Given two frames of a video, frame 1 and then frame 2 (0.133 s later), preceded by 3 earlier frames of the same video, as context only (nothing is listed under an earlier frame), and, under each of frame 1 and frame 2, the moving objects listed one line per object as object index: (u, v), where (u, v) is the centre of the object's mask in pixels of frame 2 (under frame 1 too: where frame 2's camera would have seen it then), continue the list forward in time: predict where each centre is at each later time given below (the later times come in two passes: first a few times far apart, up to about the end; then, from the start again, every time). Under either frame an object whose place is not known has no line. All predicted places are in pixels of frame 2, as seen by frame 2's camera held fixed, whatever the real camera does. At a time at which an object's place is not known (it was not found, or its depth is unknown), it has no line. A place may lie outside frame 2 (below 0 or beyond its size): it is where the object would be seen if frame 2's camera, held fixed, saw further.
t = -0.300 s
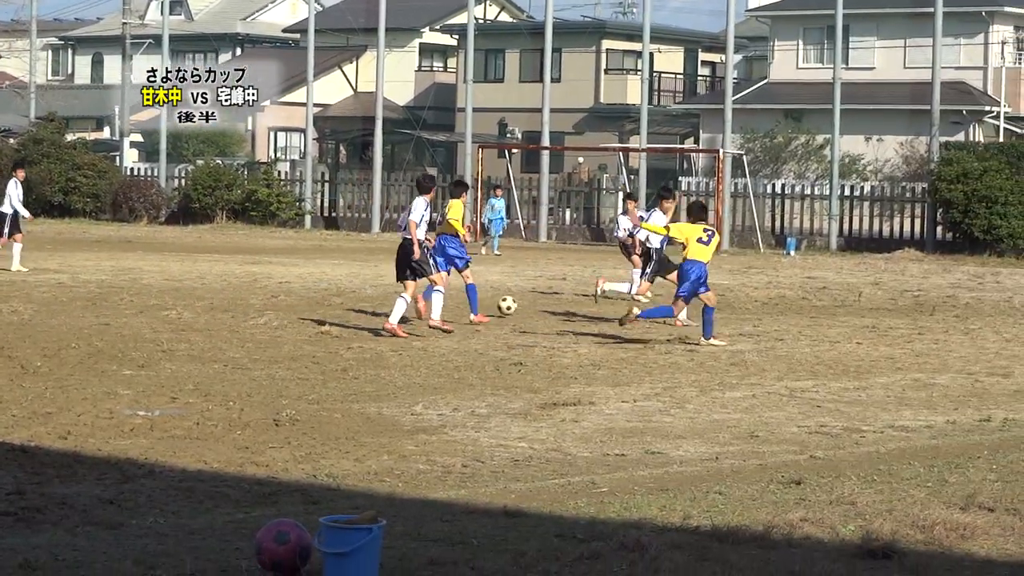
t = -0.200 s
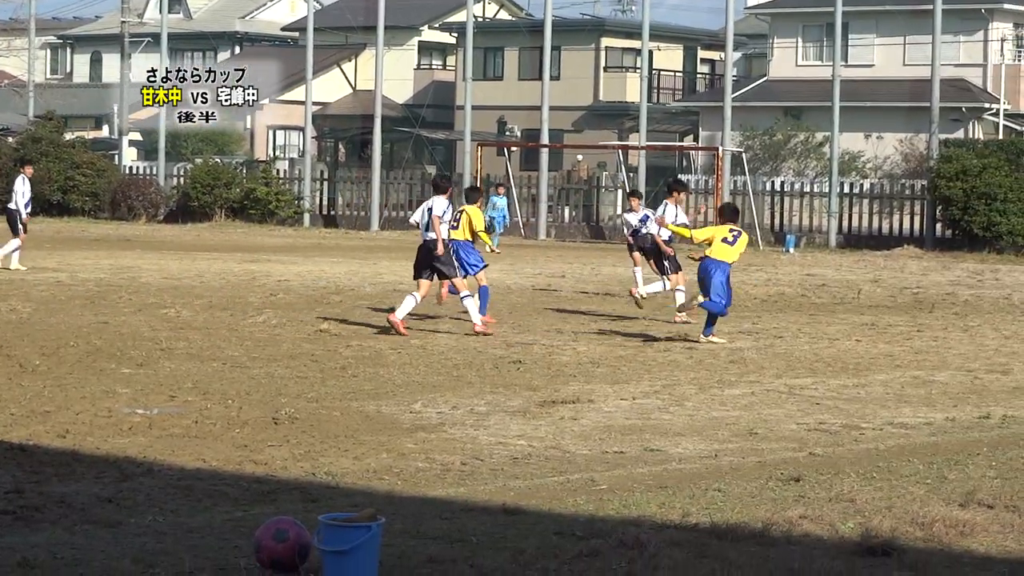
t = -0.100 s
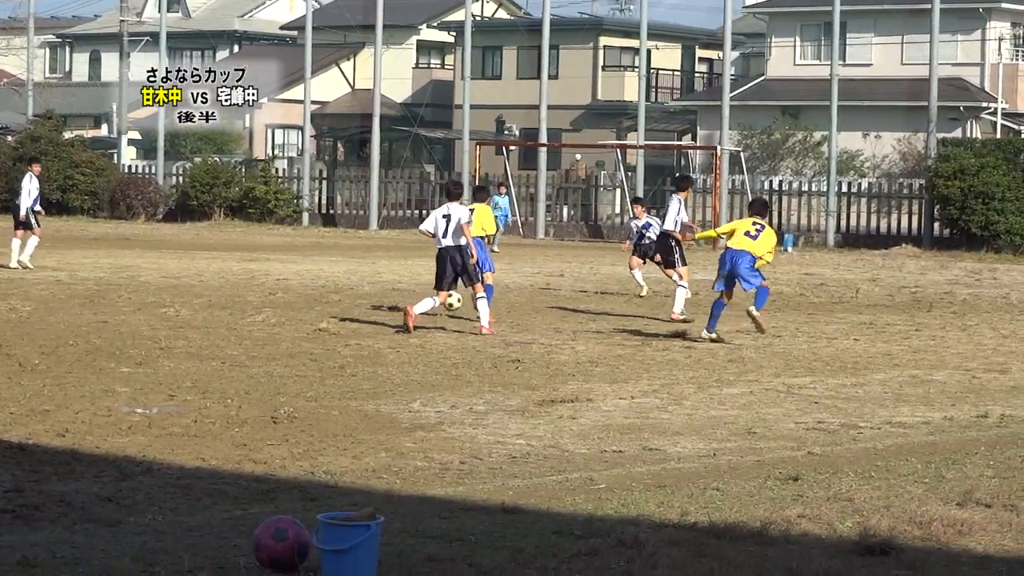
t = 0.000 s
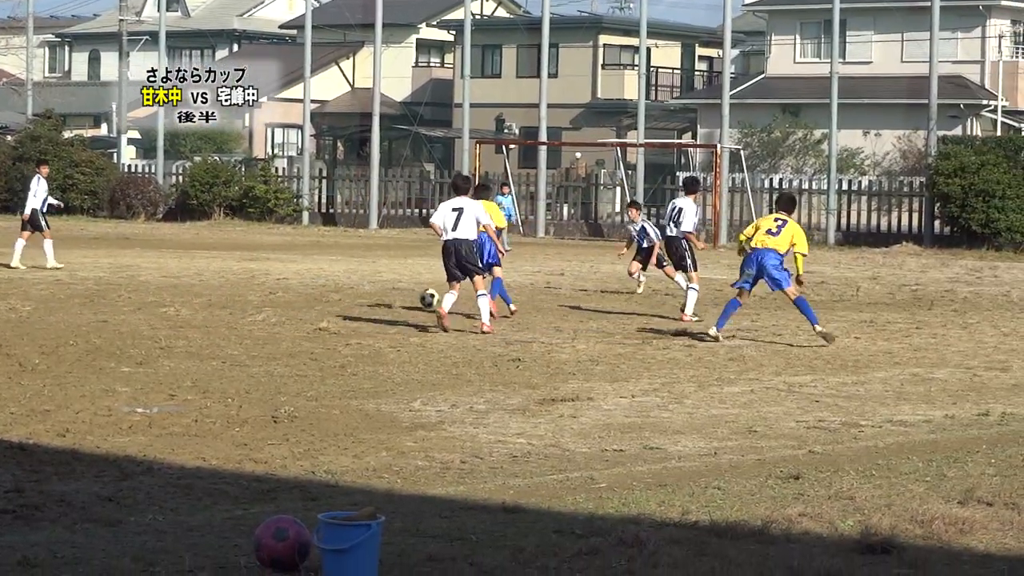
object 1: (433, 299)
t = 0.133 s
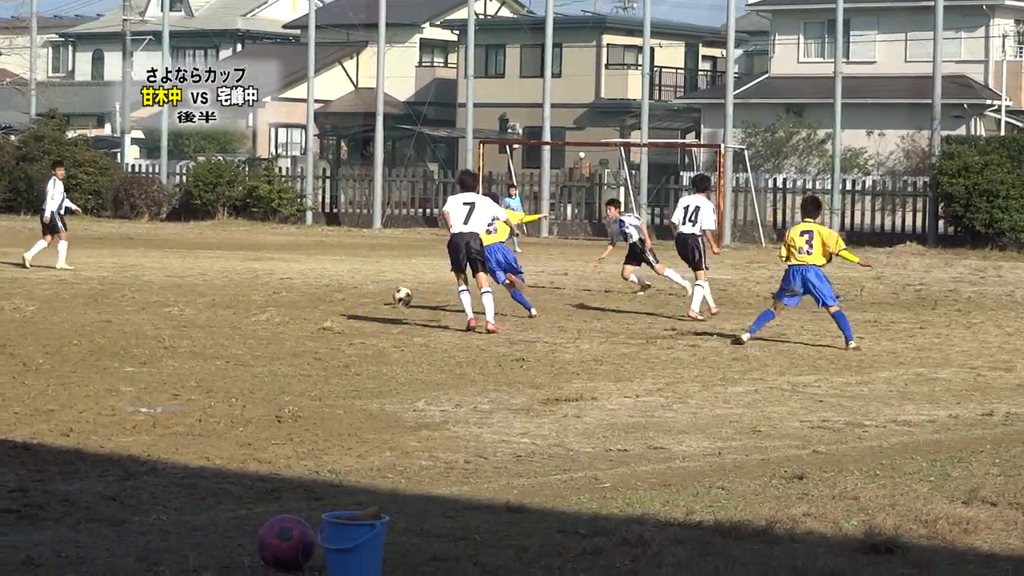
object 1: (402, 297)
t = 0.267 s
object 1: (373, 294)
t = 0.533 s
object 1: (318, 290)
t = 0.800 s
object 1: (269, 286)
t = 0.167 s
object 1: (395, 295)
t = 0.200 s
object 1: (388, 295)
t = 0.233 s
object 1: (381, 295)
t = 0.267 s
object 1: (373, 294)
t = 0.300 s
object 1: (366, 293)
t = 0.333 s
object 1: (358, 293)
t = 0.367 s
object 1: (351, 293)
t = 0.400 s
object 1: (345, 292)
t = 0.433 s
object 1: (338, 292)
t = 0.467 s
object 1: (332, 291)
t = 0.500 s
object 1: (325, 290)
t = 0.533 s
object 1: (318, 290)
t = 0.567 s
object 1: (312, 291)
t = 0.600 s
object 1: (306, 291)
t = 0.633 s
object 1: (299, 288)
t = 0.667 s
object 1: (293, 287)
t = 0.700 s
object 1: (286, 287)
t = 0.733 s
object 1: (281, 287)
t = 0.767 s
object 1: (275, 287)
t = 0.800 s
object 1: (269, 286)
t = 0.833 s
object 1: (264, 286)
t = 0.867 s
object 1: (258, 286)
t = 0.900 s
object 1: (253, 284)
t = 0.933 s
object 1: (247, 282)
